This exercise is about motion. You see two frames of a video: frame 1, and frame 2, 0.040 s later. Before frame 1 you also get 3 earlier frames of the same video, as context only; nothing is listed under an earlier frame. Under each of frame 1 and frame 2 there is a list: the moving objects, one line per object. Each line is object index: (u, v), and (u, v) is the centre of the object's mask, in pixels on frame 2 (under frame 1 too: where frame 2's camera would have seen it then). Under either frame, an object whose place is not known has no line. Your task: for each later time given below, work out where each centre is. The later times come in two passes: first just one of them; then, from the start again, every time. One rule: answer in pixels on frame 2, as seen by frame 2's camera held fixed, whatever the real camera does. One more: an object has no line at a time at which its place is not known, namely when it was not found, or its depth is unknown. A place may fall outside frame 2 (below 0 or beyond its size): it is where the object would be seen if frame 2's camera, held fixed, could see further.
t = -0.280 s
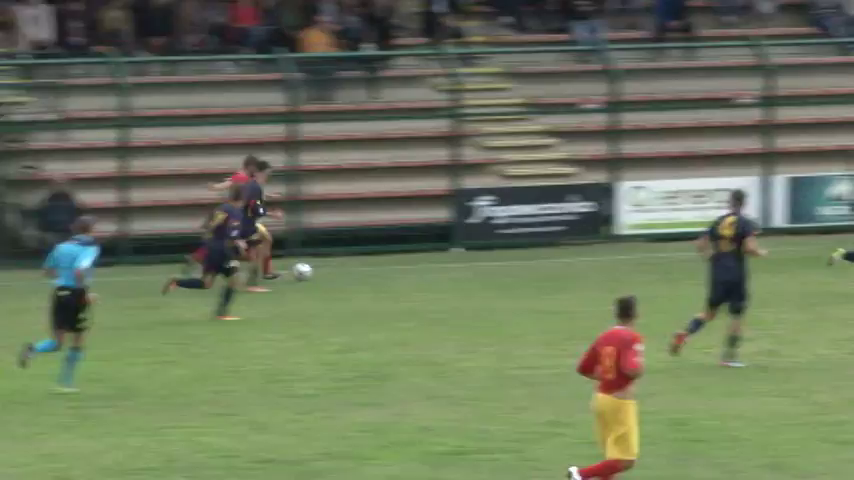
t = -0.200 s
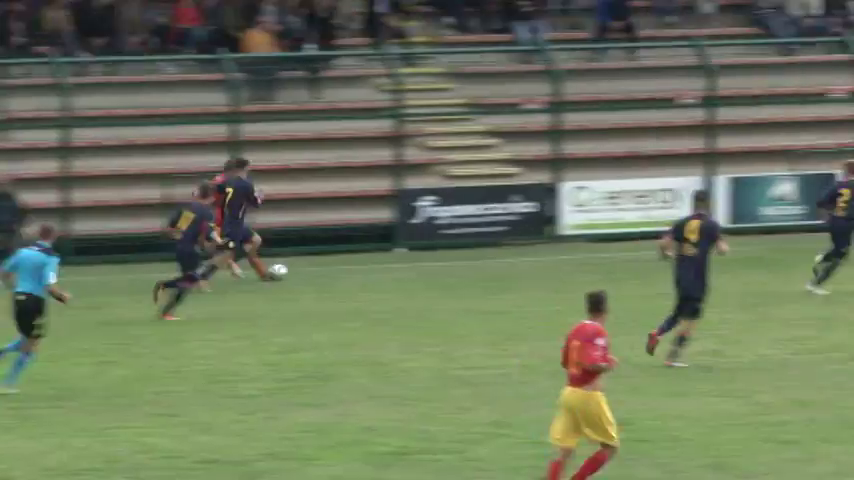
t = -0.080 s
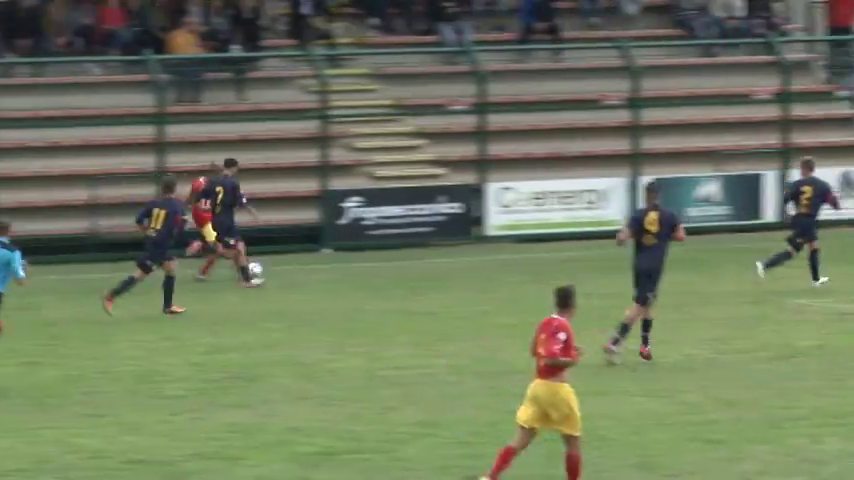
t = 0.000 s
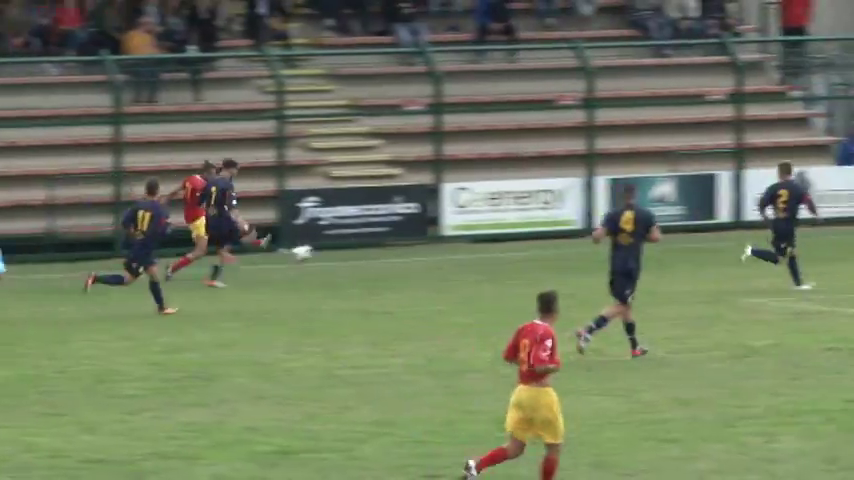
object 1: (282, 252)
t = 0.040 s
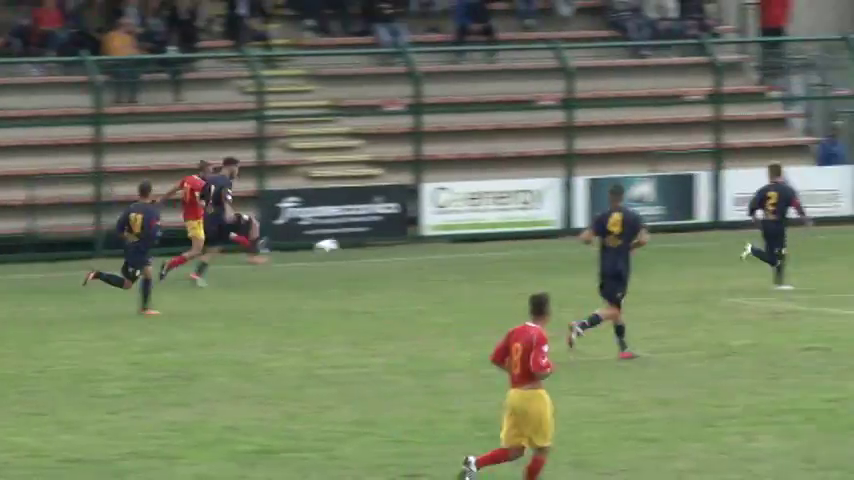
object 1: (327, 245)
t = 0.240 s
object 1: (549, 233)
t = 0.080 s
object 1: (372, 241)
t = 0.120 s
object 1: (416, 237)
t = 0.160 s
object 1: (461, 235)
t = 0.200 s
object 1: (506, 234)
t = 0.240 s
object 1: (549, 233)
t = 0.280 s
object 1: (593, 236)
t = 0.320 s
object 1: (636, 240)
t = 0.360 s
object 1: (676, 243)
